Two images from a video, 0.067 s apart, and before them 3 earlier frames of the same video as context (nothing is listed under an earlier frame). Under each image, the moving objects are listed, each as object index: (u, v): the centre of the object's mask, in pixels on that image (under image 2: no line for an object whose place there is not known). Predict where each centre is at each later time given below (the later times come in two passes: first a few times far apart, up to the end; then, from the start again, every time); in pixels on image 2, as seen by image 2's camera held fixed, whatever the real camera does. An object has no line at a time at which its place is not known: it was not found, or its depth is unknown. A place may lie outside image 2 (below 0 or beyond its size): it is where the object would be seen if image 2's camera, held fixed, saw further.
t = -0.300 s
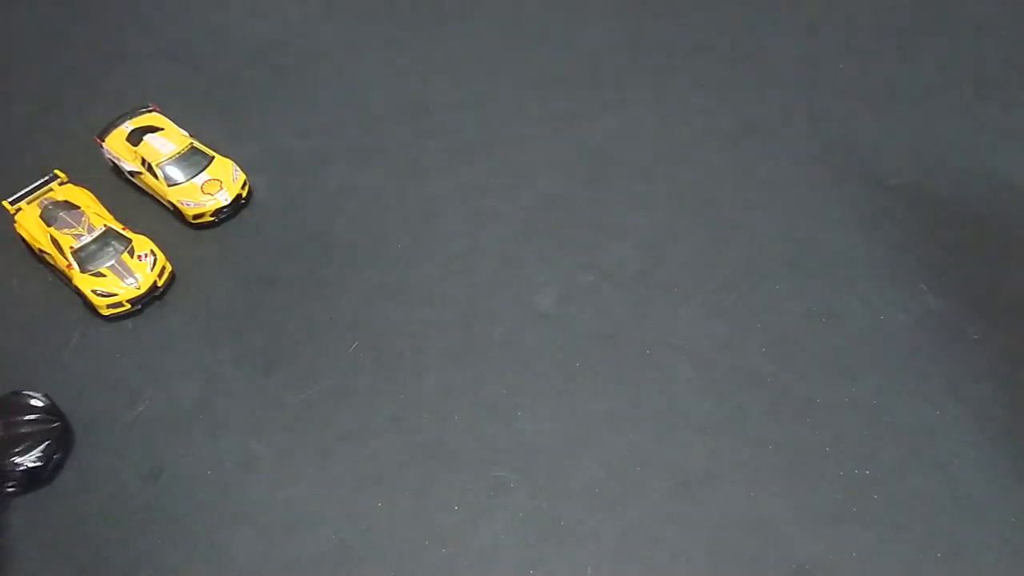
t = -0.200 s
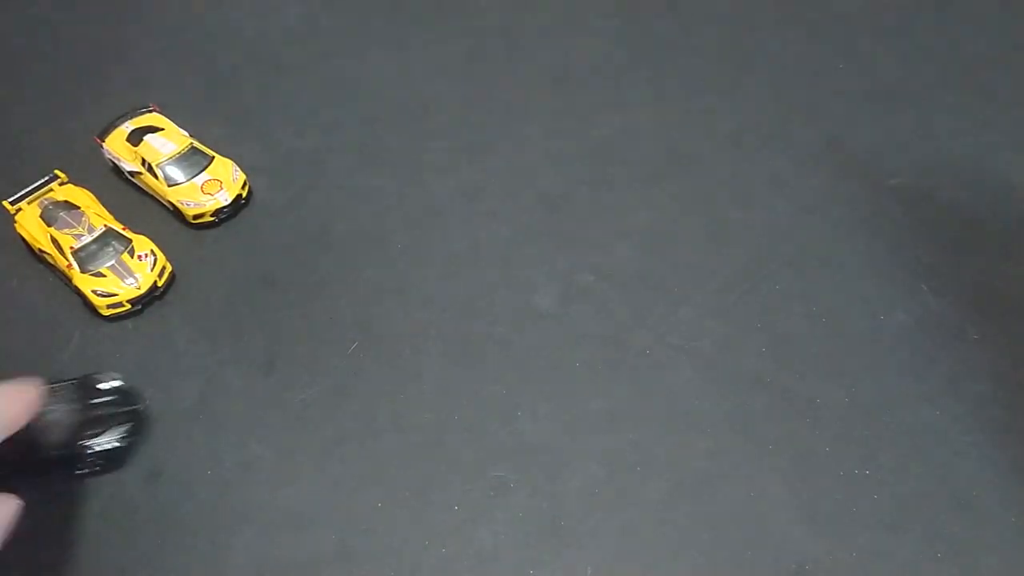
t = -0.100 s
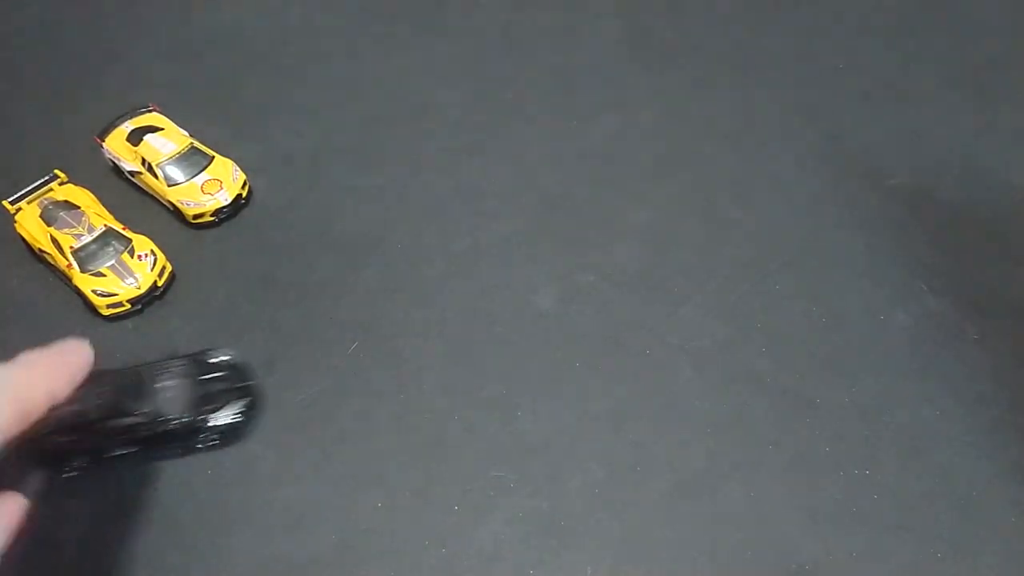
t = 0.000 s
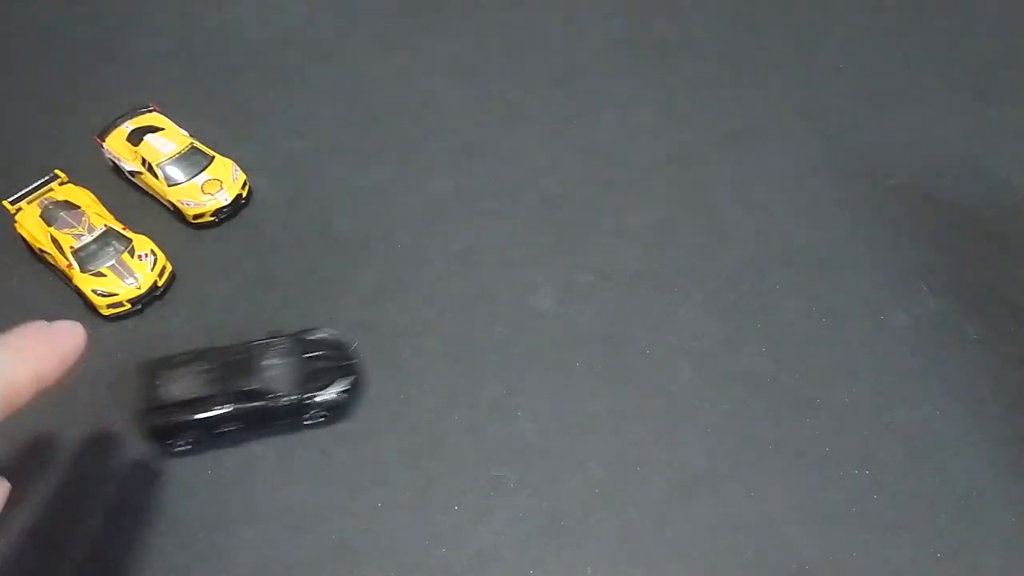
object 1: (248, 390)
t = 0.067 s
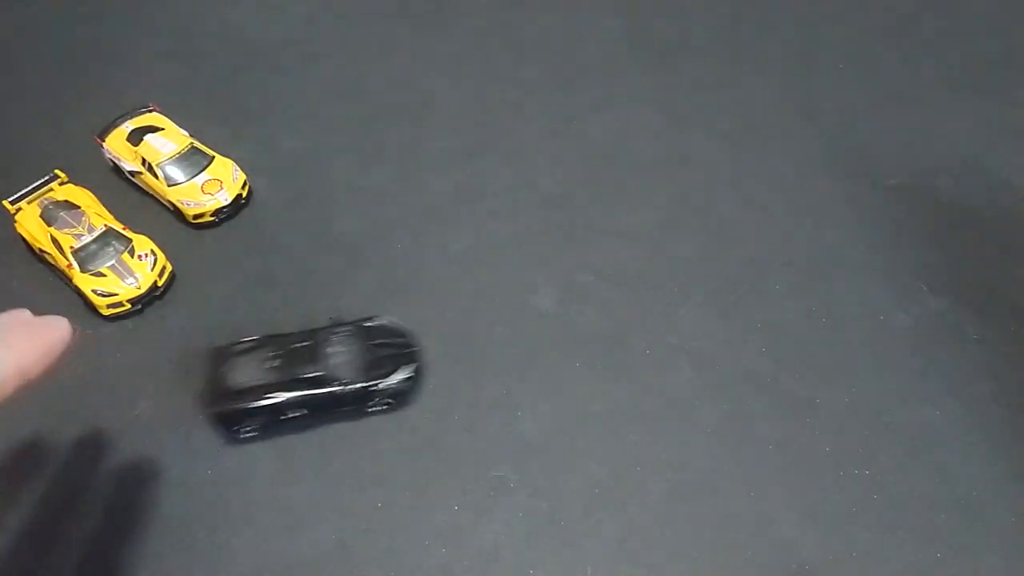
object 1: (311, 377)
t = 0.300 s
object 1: (489, 339)
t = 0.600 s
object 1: (620, 312)
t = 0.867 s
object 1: (660, 302)
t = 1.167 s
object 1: (651, 304)
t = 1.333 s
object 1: (644, 305)
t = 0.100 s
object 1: (341, 371)
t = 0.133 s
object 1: (368, 365)
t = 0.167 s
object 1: (395, 359)
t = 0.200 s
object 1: (420, 354)
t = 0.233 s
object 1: (444, 349)
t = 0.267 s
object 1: (467, 344)
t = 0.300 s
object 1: (489, 339)
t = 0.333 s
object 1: (508, 335)
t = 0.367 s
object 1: (526, 332)
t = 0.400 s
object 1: (543, 328)
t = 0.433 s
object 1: (558, 325)
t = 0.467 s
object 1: (574, 322)
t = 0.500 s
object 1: (587, 319)
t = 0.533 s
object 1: (599, 316)
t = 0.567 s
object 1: (611, 314)
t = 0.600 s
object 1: (620, 312)
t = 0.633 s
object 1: (630, 310)
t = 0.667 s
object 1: (637, 307)
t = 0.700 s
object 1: (644, 306)
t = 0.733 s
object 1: (650, 304)
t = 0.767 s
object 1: (654, 303)
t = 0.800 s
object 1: (657, 302)
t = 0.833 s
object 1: (659, 301)
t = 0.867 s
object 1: (660, 302)
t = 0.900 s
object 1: (660, 301)
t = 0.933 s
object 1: (660, 301)
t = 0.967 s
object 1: (659, 302)
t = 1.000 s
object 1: (658, 302)
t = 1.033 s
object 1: (657, 302)
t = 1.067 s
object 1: (655, 302)
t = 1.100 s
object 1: (654, 303)
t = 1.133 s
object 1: (652, 303)
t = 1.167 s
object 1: (651, 304)
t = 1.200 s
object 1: (649, 303)
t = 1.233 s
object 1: (648, 304)
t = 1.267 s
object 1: (647, 304)
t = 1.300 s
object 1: (646, 305)
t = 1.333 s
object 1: (644, 305)
